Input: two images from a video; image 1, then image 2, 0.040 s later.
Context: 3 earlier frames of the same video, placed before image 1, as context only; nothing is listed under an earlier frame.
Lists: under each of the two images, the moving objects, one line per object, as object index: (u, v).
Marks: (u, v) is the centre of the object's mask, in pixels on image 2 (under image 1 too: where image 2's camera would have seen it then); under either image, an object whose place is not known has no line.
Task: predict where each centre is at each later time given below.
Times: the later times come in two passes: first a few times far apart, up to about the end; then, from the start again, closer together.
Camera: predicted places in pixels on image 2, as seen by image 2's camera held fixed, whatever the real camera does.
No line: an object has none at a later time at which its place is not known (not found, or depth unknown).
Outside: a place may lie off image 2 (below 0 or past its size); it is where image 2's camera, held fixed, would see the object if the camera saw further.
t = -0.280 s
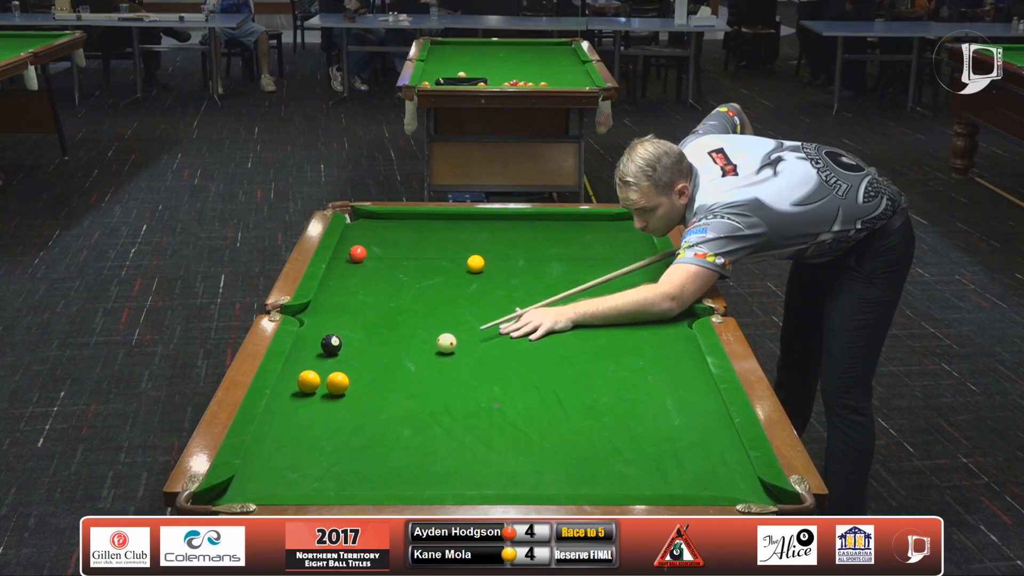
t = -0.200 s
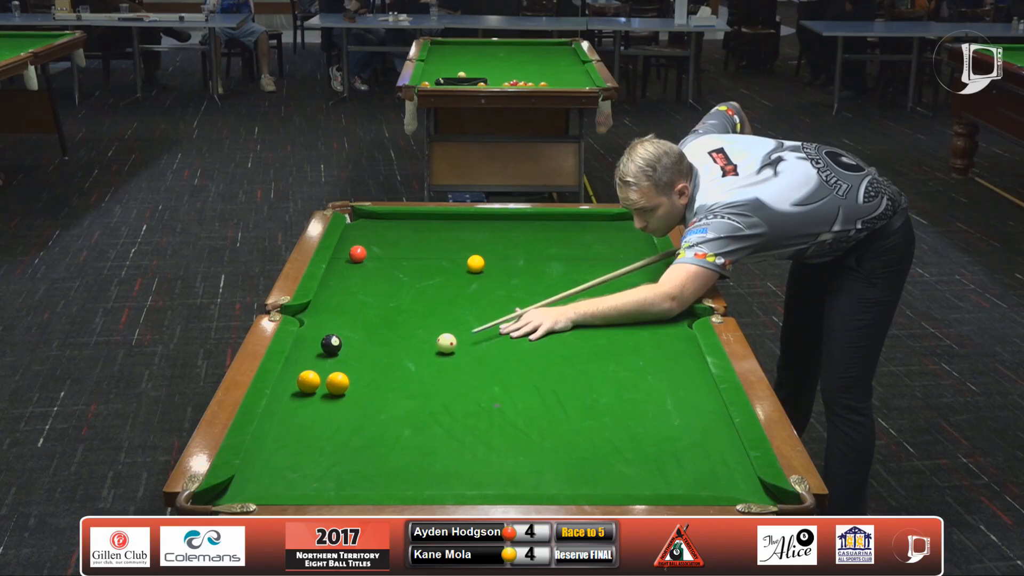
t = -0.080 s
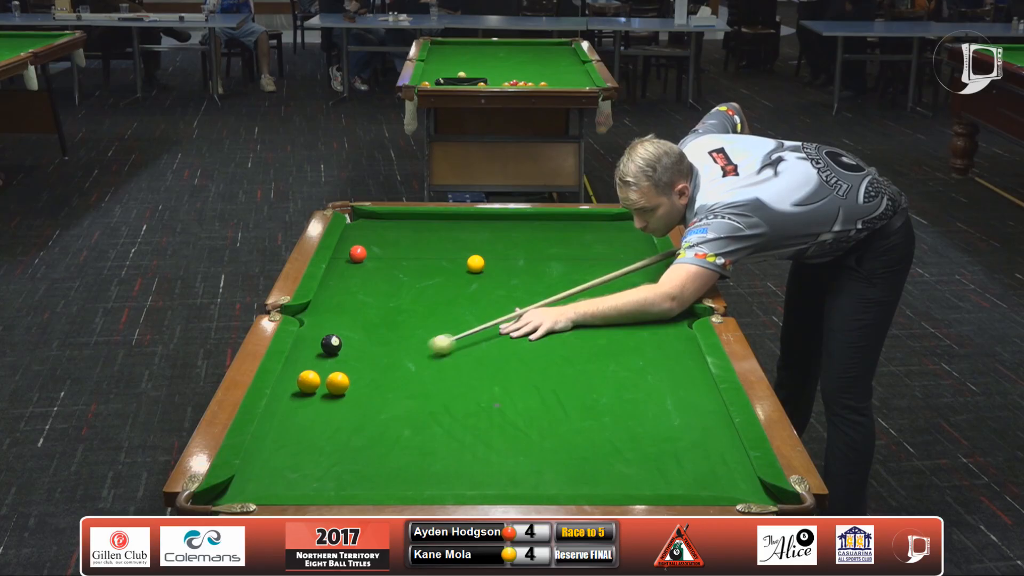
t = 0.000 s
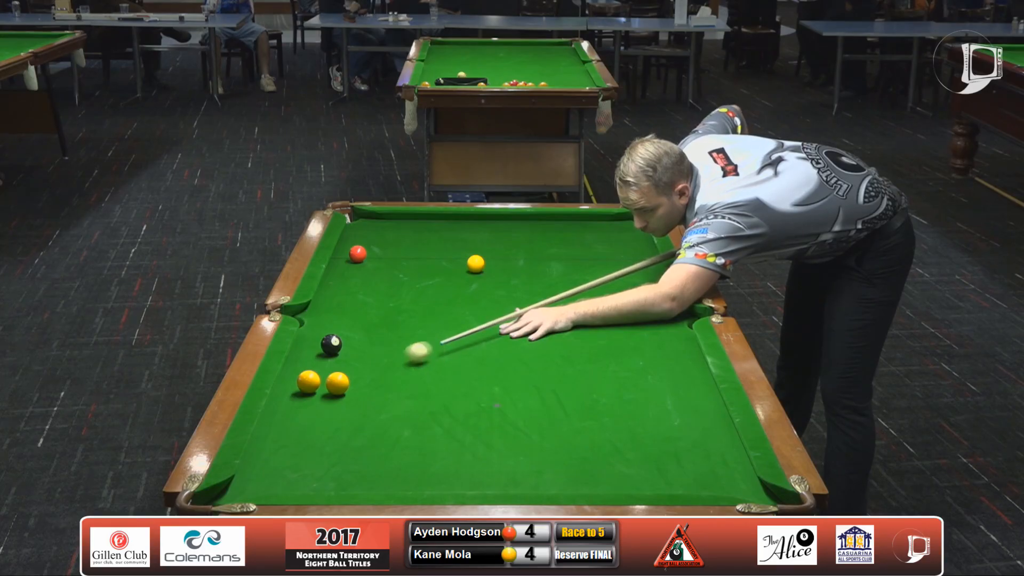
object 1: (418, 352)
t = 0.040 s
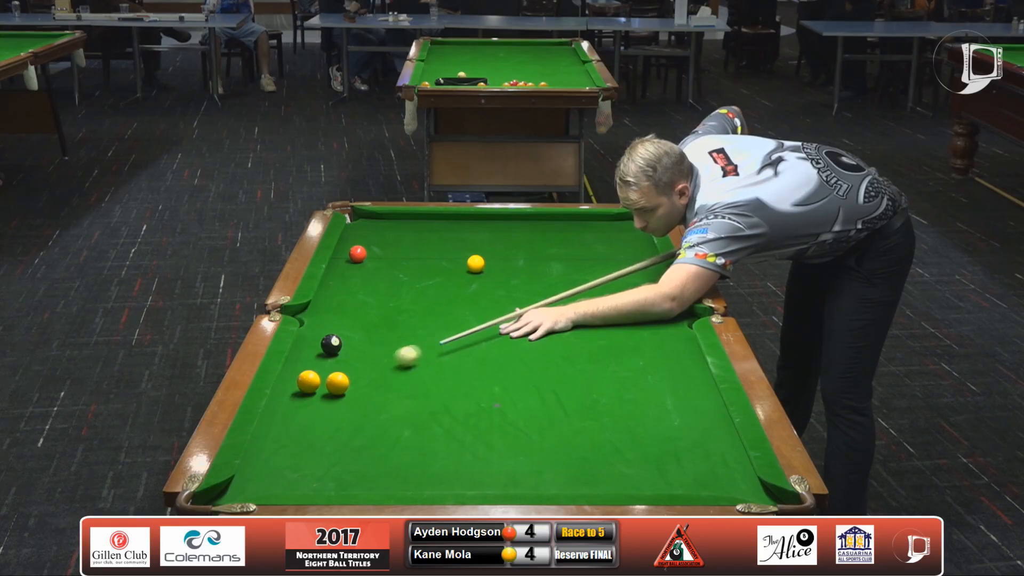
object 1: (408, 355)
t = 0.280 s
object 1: (347, 374)
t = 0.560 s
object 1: (315, 371)
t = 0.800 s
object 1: (292, 368)
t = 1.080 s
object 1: (304, 366)
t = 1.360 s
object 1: (313, 366)
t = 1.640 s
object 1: (317, 365)
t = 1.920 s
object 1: (319, 365)
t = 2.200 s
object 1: (319, 365)
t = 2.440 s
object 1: (319, 365)
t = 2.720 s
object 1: (319, 365)
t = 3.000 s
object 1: (319, 365)
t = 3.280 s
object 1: (319, 365)
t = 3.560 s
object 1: (319, 365)
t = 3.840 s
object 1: (319, 365)
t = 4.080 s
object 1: (319, 365)
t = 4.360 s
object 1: (319, 365)
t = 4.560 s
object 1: (314, 365)
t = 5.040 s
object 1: (321, 364)
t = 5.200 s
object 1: (319, 365)
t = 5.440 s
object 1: (319, 365)
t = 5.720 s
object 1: (319, 365)
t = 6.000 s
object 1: (319, 365)
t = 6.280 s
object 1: (319, 365)
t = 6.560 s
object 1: (319, 365)
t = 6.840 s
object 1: (319, 365)
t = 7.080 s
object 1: (319, 365)
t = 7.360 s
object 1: (319, 365)
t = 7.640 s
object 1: (319, 365)
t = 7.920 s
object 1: (319, 365)
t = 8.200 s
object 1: (319, 365)
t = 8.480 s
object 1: (319, 365)
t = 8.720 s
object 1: (319, 365)
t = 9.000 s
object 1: (319, 365)
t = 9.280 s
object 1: (319, 365)
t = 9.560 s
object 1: (319, 365)
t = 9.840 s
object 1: (319, 365)
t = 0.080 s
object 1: (397, 359)
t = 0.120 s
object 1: (386, 362)
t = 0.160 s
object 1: (375, 366)
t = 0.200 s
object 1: (364, 370)
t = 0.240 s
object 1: (355, 373)
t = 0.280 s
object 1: (347, 374)
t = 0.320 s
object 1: (342, 374)
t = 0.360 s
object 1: (336, 374)
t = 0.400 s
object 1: (330, 374)
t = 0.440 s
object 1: (326, 374)
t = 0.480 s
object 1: (323, 373)
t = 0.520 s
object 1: (319, 372)
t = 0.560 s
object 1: (315, 371)
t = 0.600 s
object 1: (311, 369)
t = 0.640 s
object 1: (307, 368)
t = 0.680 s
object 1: (303, 368)
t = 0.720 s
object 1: (299, 368)
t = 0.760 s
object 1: (296, 367)
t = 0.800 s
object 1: (292, 368)
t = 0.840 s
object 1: (292, 368)
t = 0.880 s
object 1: (294, 367)
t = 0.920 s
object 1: (297, 367)
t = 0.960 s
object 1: (299, 366)
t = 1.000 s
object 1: (301, 366)
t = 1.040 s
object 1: (303, 366)
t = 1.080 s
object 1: (304, 366)
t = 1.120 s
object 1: (306, 366)
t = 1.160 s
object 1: (307, 366)
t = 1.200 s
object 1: (308, 366)
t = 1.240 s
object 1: (309, 366)
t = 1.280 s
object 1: (311, 366)
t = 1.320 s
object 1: (312, 366)
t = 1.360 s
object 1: (313, 366)
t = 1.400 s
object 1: (314, 366)
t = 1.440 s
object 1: (314, 366)
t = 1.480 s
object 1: (315, 365)
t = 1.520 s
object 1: (316, 365)
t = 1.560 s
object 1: (316, 365)
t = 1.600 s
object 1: (317, 365)
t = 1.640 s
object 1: (317, 365)
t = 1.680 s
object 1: (318, 365)
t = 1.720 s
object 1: (318, 365)
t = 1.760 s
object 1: (319, 365)
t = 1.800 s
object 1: (319, 365)
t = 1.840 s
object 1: (319, 365)
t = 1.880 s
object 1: (319, 365)
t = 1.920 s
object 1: (319, 365)
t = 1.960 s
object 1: (319, 365)
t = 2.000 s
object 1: (319, 365)
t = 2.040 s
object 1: (319, 365)
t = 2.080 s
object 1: (319, 365)
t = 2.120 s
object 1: (319, 365)
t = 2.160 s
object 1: (319, 365)
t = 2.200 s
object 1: (319, 365)
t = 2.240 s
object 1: (319, 365)
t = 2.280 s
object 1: (319, 365)
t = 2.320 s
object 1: (319, 365)
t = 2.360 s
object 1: (319, 365)
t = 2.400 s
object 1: (319, 365)
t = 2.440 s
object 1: (319, 365)
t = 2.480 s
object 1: (319, 365)
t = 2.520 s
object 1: (319, 365)
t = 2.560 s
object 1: (319, 365)
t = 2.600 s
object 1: (319, 365)
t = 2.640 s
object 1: (319, 365)
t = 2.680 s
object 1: (319, 365)
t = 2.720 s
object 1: (319, 365)
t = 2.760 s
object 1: (319, 365)
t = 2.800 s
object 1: (319, 365)
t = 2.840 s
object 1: (319, 365)
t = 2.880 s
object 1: (319, 365)
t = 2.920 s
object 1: (319, 365)
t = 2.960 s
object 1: (319, 365)
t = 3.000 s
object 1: (319, 365)
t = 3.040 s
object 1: (319, 365)
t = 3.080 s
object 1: (319, 365)
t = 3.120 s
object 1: (319, 365)
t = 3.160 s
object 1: (319, 365)
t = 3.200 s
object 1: (319, 365)
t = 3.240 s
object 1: (319, 365)
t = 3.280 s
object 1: (319, 365)
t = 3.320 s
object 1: (319, 365)
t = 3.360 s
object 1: (319, 365)
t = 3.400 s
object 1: (319, 365)
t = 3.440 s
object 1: (319, 365)
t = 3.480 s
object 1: (319, 365)
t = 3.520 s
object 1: (319, 365)
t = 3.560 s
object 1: (319, 365)
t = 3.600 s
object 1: (319, 365)
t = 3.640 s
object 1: (319, 365)
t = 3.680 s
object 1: (319, 365)
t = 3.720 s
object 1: (319, 365)
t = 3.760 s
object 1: (319, 365)
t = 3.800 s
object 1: (319, 365)
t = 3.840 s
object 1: (319, 365)
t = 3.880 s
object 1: (319, 365)
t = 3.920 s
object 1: (319, 365)
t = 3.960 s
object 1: (319, 365)
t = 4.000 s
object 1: (319, 365)
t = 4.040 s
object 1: (319, 365)
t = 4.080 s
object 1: (319, 365)
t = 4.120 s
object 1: (319, 365)
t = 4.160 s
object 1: (319, 365)
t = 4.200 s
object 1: (319, 365)
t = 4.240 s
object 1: (319, 365)
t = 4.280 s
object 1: (319, 365)
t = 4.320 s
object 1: (319, 365)
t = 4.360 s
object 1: (319, 365)
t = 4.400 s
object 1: (319, 365)
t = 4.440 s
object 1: (319, 365)
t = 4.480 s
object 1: (319, 365)
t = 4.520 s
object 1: (319, 365)
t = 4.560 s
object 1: (314, 365)
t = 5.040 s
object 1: (321, 364)
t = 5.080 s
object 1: (319, 365)
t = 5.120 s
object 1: (319, 365)
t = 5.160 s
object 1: (319, 365)
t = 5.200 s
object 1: (319, 365)
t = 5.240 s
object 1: (319, 365)
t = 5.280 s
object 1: (319, 365)
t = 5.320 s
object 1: (319, 365)
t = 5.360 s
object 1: (319, 365)
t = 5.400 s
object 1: (319, 365)
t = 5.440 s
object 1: (319, 365)
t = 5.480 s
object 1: (319, 365)
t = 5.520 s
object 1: (319, 365)
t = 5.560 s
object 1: (319, 365)
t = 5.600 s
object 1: (319, 365)
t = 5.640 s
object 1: (319, 365)
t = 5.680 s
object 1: (319, 365)
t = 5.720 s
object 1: (319, 365)
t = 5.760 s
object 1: (319, 365)
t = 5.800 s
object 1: (319, 365)
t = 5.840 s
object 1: (319, 365)
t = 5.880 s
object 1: (319, 365)
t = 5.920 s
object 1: (319, 365)
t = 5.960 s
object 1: (319, 365)
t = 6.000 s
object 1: (319, 365)
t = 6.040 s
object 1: (319, 365)
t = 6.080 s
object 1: (319, 365)
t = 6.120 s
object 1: (319, 365)
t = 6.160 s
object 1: (319, 365)
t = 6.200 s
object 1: (319, 365)
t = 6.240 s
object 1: (319, 365)
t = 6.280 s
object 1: (319, 365)
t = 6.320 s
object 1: (319, 365)
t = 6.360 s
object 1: (319, 365)
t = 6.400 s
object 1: (319, 365)
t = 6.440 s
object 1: (319, 365)
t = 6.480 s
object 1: (319, 365)
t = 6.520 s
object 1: (319, 365)
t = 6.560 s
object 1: (319, 365)
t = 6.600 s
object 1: (319, 365)
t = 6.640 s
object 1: (319, 365)
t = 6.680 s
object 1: (319, 365)
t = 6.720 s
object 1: (319, 365)
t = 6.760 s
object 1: (319, 365)
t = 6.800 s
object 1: (319, 365)
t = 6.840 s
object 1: (319, 365)
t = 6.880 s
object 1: (319, 365)
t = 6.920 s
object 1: (319, 365)
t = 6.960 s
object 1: (319, 365)
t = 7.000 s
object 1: (319, 365)
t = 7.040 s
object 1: (319, 365)
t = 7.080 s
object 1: (319, 365)
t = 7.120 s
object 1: (319, 365)
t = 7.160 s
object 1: (319, 365)
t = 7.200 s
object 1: (319, 365)
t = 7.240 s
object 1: (319, 365)
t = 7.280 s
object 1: (319, 365)
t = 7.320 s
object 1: (319, 365)
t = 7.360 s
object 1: (319, 365)
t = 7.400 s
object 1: (319, 365)
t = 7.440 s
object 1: (319, 365)
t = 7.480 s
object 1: (319, 365)
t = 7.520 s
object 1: (319, 365)
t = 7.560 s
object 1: (319, 365)
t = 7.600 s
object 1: (319, 365)
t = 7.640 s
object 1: (319, 365)
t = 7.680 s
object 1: (319, 365)
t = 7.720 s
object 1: (319, 365)
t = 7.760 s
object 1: (319, 365)
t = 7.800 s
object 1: (319, 365)
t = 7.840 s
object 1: (319, 365)
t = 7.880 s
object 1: (319, 365)
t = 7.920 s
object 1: (319, 365)
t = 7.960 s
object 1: (319, 365)
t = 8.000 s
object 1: (319, 365)
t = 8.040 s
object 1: (319, 365)
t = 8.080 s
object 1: (319, 365)
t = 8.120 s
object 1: (319, 365)
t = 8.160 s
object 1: (319, 365)
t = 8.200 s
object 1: (319, 365)
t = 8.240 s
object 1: (319, 365)
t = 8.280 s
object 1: (319, 365)
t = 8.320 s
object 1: (319, 365)
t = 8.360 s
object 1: (319, 365)
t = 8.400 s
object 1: (319, 365)
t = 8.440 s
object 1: (319, 365)
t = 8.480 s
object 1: (319, 365)
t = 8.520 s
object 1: (319, 365)
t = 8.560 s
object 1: (319, 365)
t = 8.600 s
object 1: (319, 365)
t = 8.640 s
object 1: (319, 365)
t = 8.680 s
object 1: (319, 365)
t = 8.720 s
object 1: (319, 365)
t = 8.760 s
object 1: (319, 365)
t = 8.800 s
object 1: (319, 365)
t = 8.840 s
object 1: (319, 365)
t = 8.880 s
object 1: (319, 365)
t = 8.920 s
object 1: (319, 365)
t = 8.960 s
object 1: (319, 365)
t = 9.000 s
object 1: (319, 365)
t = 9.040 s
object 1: (319, 365)
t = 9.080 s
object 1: (319, 365)
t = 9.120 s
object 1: (319, 365)
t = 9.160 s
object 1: (319, 365)
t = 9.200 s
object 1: (319, 365)
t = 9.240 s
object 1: (319, 365)
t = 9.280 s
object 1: (319, 365)
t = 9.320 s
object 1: (319, 365)
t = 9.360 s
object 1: (319, 365)
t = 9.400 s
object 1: (319, 365)
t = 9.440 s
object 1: (319, 365)
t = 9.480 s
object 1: (319, 365)
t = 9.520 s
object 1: (319, 365)
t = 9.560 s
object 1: (319, 365)
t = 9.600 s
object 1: (319, 365)
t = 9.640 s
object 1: (319, 365)
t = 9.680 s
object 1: (319, 365)
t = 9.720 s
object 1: (319, 365)
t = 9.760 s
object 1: (319, 365)
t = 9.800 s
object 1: (319, 365)
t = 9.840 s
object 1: (319, 365)
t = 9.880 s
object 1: (319, 365)
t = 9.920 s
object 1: (319, 365)
